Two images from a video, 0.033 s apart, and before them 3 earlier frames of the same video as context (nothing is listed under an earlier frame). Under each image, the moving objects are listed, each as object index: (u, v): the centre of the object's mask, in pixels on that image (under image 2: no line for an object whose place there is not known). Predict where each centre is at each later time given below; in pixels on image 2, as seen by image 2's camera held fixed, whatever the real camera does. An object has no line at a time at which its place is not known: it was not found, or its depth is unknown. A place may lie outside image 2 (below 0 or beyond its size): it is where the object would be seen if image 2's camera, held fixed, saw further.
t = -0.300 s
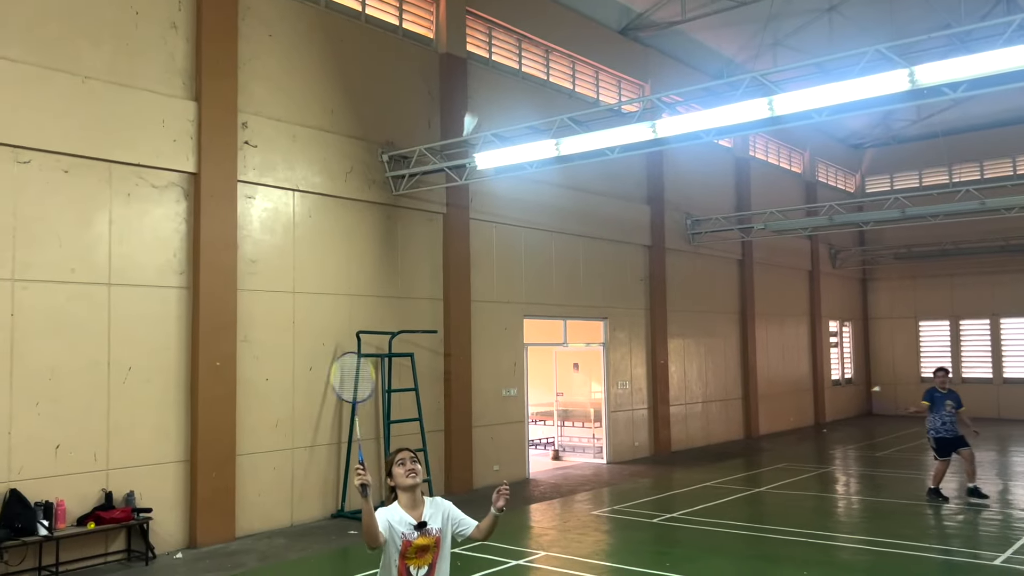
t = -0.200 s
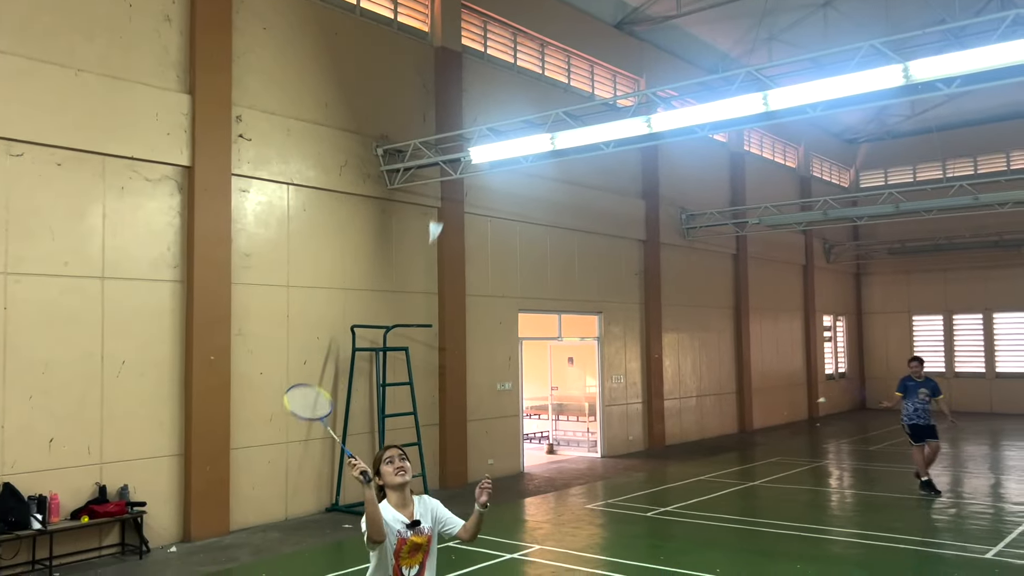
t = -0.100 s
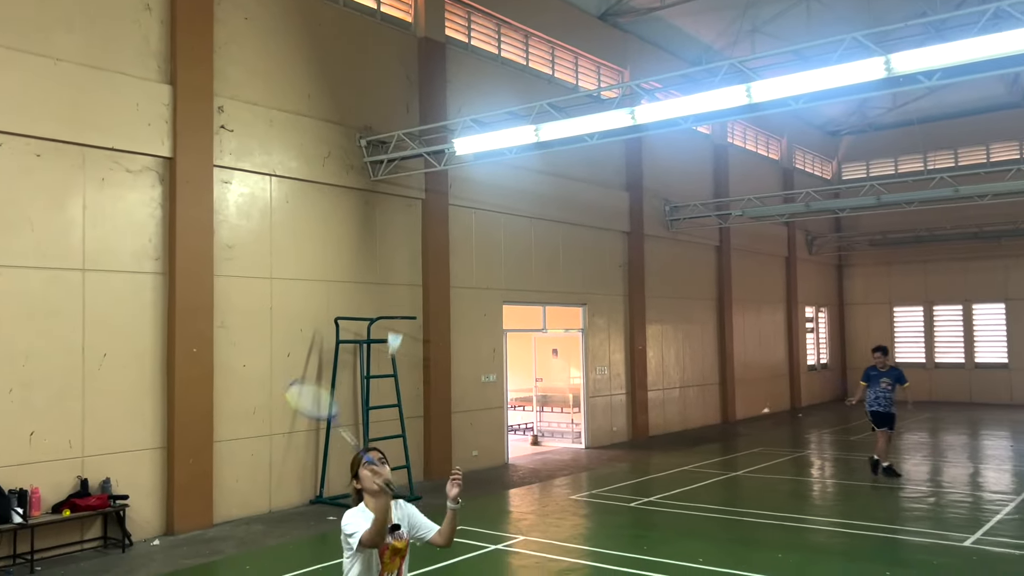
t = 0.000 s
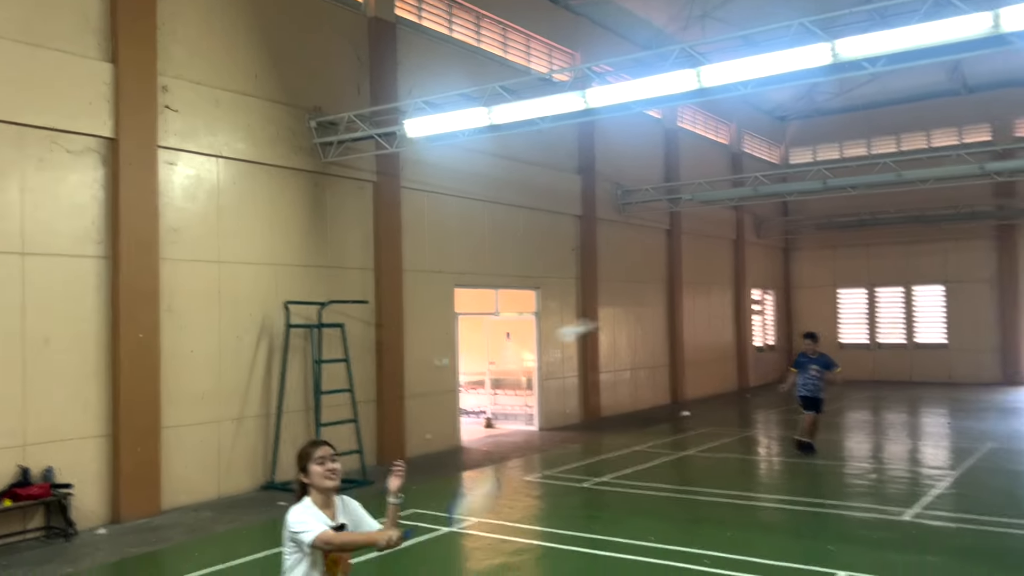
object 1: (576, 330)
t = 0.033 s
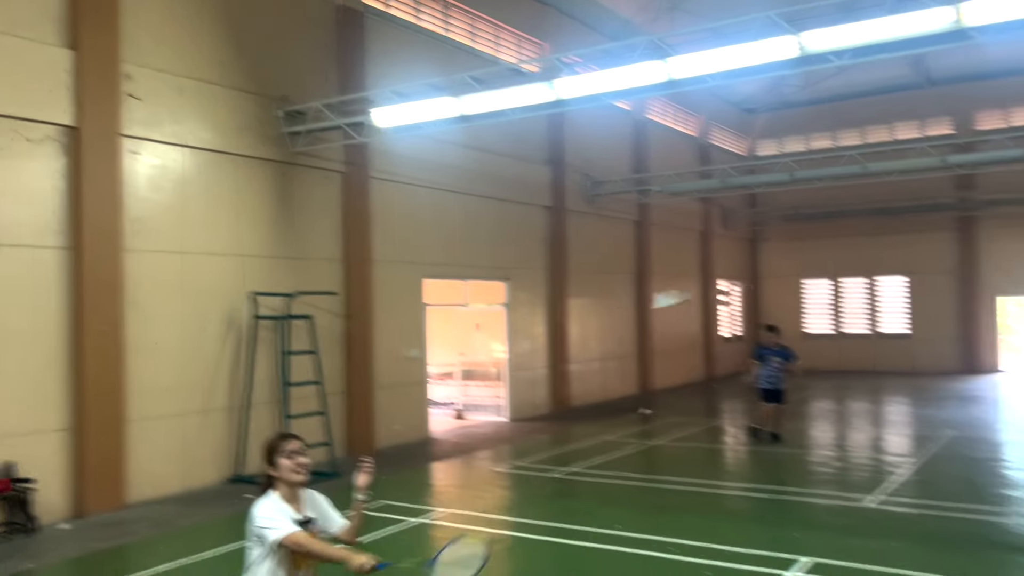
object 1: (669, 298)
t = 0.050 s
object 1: (727, 292)
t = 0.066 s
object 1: (784, 285)
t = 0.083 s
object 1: (846, 275)
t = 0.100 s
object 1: (904, 268)
